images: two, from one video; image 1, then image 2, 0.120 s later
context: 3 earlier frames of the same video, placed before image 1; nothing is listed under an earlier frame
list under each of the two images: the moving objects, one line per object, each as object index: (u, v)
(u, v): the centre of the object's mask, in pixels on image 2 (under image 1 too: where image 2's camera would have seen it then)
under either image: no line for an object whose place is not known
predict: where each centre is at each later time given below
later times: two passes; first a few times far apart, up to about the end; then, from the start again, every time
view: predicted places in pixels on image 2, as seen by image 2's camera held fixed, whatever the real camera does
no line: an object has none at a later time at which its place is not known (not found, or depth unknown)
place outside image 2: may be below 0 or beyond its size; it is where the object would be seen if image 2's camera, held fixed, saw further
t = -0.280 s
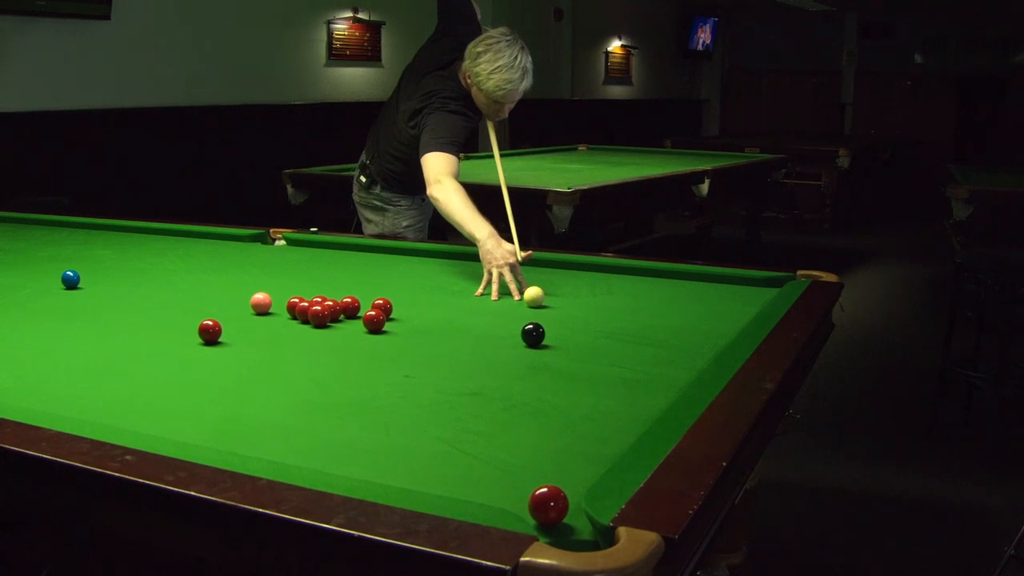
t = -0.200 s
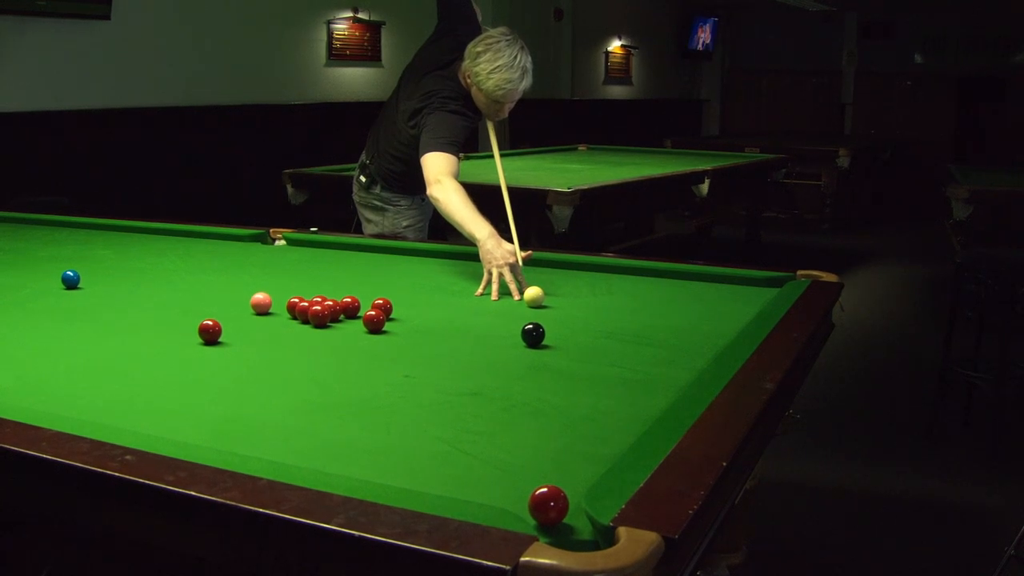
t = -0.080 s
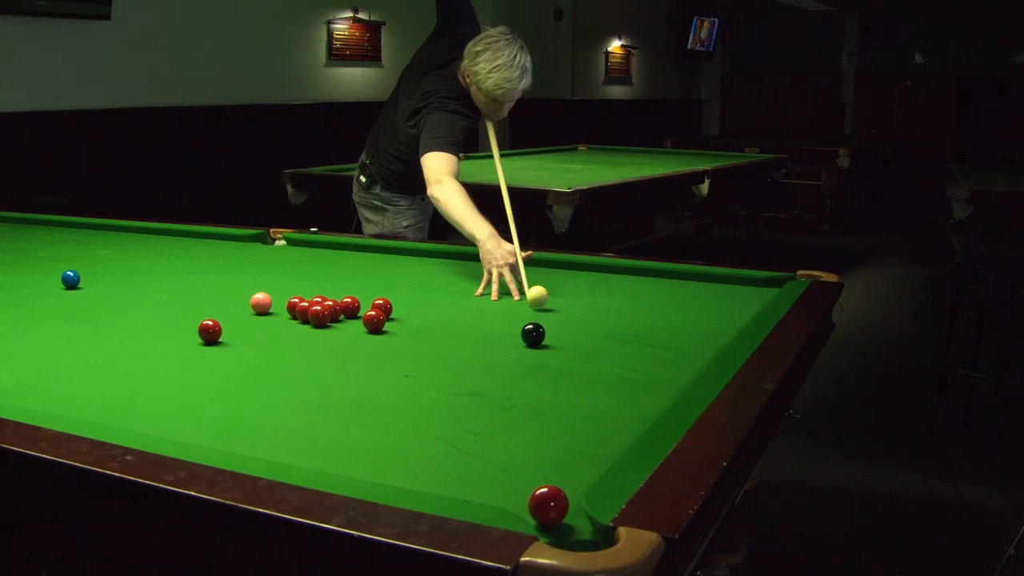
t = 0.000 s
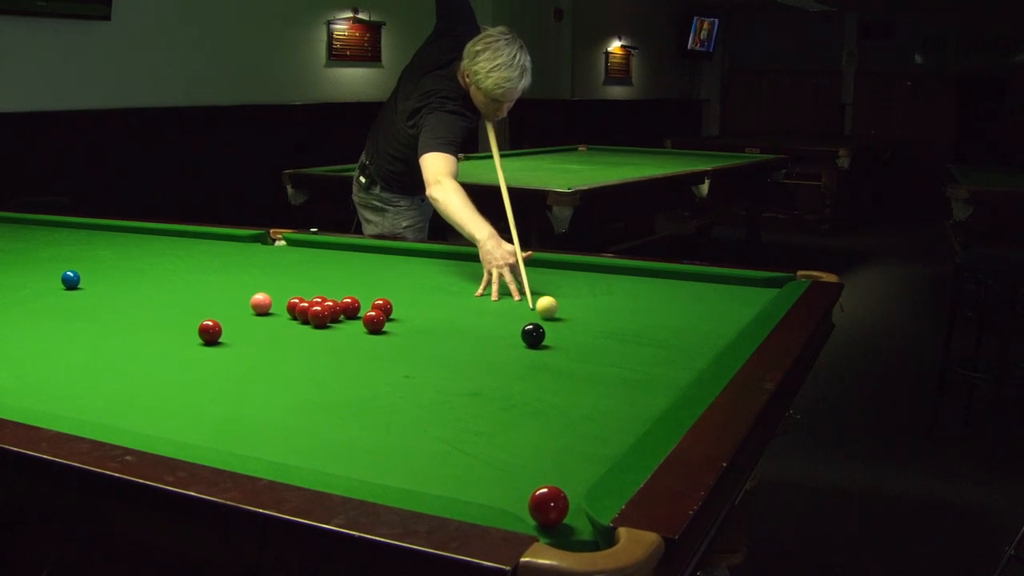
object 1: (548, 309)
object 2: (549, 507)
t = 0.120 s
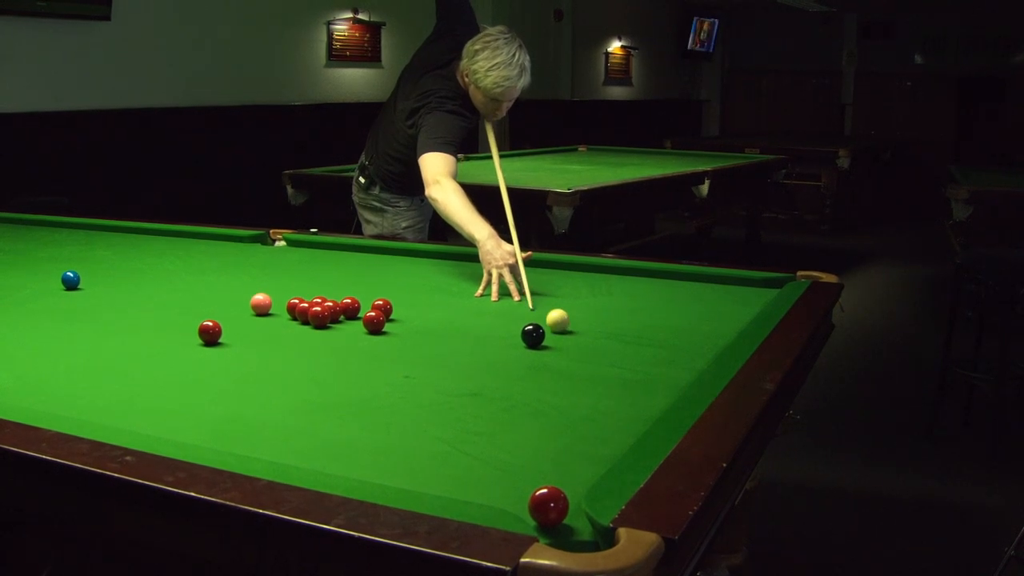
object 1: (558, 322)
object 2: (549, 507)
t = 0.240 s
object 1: (563, 331)
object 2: (548, 506)
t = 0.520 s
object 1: (566, 355)
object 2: (548, 506)
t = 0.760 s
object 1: (568, 379)
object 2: (548, 506)
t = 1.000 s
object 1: (570, 406)
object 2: (548, 506)
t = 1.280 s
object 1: (574, 442)
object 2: (548, 506)
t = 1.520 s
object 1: (576, 478)
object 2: (548, 506)
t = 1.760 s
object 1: (543, 489)
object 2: (549, 520)
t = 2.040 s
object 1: (509, 495)
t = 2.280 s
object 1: (483, 494)
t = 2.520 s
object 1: (465, 489)
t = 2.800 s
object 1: (449, 485)
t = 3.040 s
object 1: (438, 481)
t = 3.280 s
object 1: (430, 479)
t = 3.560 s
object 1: (424, 477)
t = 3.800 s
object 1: (422, 475)
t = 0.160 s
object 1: (560, 324)
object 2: (548, 506)
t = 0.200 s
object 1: (562, 328)
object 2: (548, 506)
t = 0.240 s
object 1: (563, 331)
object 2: (548, 506)
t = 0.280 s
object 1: (564, 335)
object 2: (548, 506)
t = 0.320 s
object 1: (564, 338)
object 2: (548, 506)
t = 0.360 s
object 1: (565, 341)
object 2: (548, 506)
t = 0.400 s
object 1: (565, 344)
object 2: (548, 506)
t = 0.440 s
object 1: (565, 348)
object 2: (548, 506)
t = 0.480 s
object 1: (566, 352)
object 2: (548, 506)
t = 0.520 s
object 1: (566, 355)
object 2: (548, 506)
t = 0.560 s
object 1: (566, 359)
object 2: (548, 506)
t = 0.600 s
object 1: (566, 363)
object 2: (548, 506)
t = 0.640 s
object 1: (567, 367)
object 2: (548, 506)
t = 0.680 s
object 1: (567, 371)
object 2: (549, 506)
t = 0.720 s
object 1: (568, 375)
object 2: (549, 506)
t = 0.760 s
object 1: (568, 379)
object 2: (548, 506)
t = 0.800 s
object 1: (568, 383)
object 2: (549, 506)
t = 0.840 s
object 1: (569, 387)
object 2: (549, 506)
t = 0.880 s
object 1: (569, 392)
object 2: (549, 506)
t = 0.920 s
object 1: (569, 396)
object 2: (549, 506)
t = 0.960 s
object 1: (570, 401)
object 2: (549, 506)
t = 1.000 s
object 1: (570, 406)
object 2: (548, 506)
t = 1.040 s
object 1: (571, 410)
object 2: (548, 506)
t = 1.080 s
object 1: (571, 415)
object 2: (549, 506)
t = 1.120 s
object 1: (572, 420)
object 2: (549, 506)
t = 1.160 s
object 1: (572, 426)
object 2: (549, 506)
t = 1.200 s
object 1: (573, 431)
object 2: (548, 506)
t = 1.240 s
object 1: (573, 437)
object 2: (548, 506)
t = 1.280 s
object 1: (574, 442)
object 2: (548, 506)
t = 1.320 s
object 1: (574, 448)
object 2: (548, 506)
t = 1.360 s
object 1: (575, 454)
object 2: (548, 506)
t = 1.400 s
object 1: (575, 460)
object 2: (548, 506)
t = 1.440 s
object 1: (576, 467)
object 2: (548, 506)
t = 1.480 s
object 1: (576, 473)
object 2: (548, 506)
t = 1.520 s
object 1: (576, 478)
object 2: (548, 506)
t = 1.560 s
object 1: (574, 483)
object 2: (548, 506)
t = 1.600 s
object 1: (568, 487)
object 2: (548, 506)
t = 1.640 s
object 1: (562, 488)
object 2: (543, 512)
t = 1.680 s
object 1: (556, 489)
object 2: (539, 514)
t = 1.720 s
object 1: (550, 489)
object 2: (541, 517)
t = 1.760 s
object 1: (543, 489)
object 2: (549, 520)
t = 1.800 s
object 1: (537, 492)
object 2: (555, 521)
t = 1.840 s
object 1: (533, 494)
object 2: (563, 522)
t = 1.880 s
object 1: (528, 495)
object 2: (568, 525)
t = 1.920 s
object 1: (523, 496)
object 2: (567, 533)
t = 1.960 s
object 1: (519, 496)
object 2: (567, 542)
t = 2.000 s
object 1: (514, 496)
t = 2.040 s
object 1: (509, 495)
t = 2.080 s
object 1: (505, 495)
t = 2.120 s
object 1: (500, 495)
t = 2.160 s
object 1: (496, 494)
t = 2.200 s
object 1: (491, 494)
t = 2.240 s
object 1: (487, 494)
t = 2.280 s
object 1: (483, 494)
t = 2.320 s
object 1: (479, 493)
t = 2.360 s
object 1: (476, 492)
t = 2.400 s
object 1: (473, 492)
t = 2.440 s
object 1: (470, 491)
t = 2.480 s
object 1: (468, 490)
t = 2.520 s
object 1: (465, 489)
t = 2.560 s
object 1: (463, 489)
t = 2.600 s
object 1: (460, 488)
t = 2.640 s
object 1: (458, 487)
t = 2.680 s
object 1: (455, 486)
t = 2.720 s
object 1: (453, 486)
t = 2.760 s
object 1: (451, 485)
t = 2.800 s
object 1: (449, 485)
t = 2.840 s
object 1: (447, 484)
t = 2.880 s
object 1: (445, 484)
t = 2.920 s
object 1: (443, 483)
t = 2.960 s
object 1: (442, 482)
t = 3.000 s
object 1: (440, 482)
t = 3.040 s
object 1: (438, 481)
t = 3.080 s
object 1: (437, 481)
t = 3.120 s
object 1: (435, 481)
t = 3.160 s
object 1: (434, 480)
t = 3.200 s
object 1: (433, 480)
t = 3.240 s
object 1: (431, 479)
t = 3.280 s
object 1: (430, 479)
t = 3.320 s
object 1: (429, 478)
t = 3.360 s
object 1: (428, 478)
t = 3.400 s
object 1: (427, 478)
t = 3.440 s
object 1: (426, 477)
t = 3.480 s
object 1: (425, 477)
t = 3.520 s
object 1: (425, 477)
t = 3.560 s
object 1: (424, 477)
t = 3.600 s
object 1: (424, 477)
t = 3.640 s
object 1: (423, 476)
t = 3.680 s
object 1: (422, 476)
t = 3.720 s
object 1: (422, 476)
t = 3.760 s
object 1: (422, 476)
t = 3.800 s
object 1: (422, 475)
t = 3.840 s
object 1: (421, 475)
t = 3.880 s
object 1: (421, 475)
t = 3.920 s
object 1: (421, 475)
